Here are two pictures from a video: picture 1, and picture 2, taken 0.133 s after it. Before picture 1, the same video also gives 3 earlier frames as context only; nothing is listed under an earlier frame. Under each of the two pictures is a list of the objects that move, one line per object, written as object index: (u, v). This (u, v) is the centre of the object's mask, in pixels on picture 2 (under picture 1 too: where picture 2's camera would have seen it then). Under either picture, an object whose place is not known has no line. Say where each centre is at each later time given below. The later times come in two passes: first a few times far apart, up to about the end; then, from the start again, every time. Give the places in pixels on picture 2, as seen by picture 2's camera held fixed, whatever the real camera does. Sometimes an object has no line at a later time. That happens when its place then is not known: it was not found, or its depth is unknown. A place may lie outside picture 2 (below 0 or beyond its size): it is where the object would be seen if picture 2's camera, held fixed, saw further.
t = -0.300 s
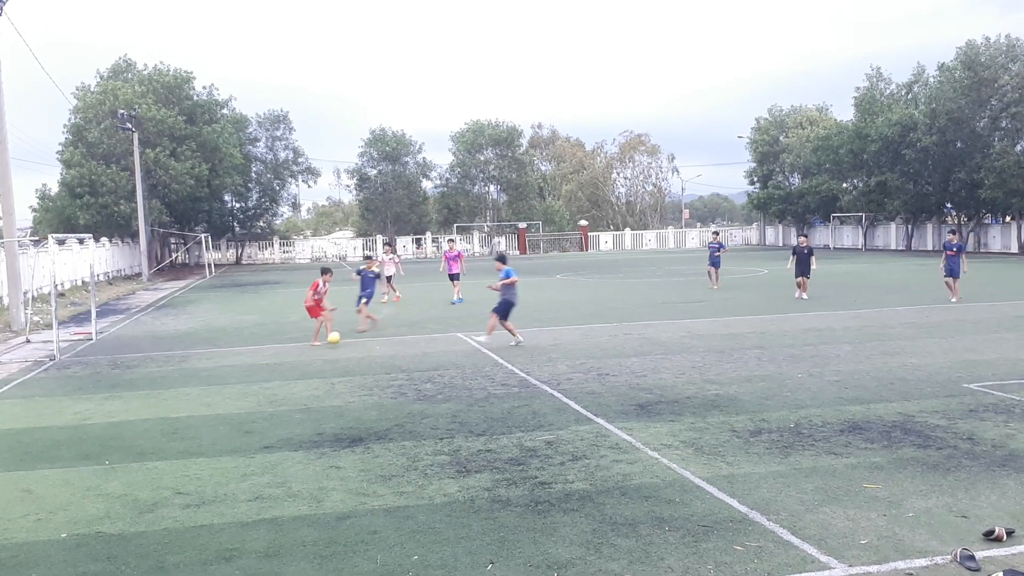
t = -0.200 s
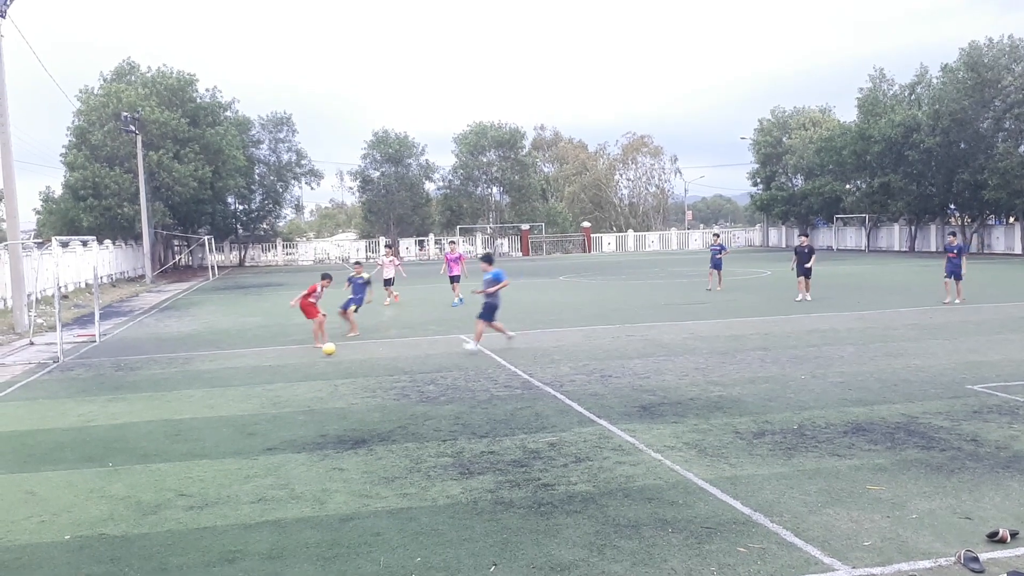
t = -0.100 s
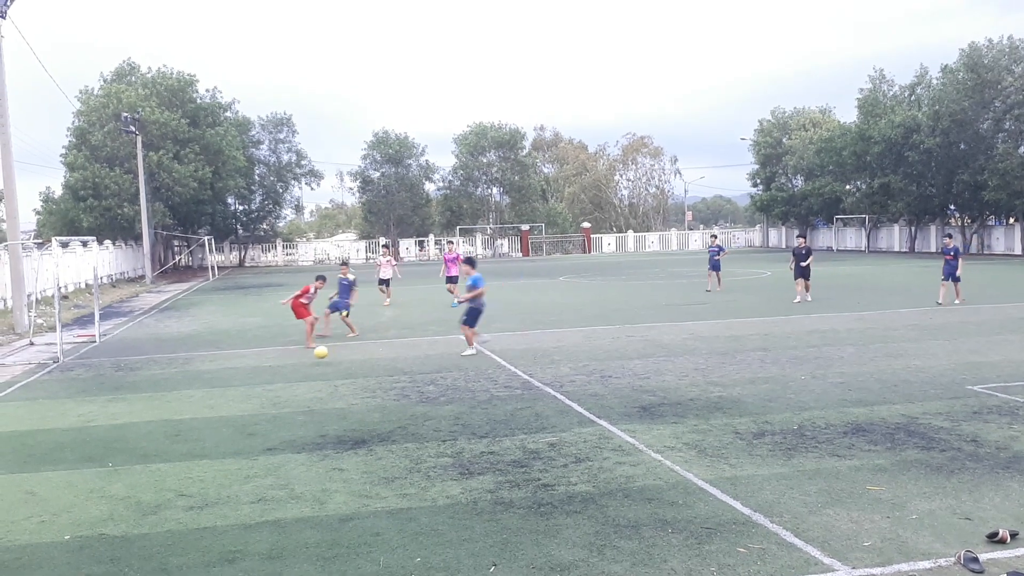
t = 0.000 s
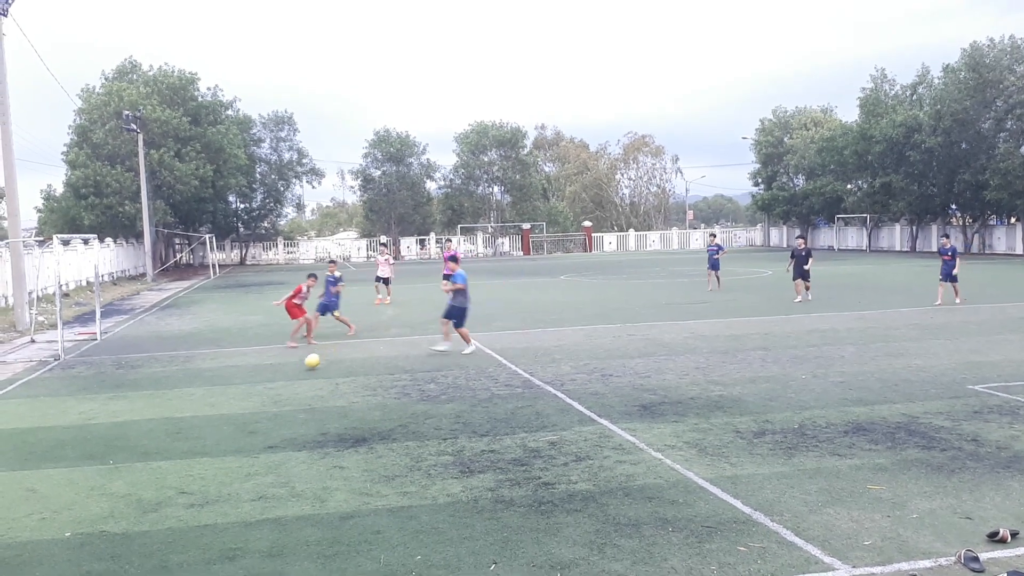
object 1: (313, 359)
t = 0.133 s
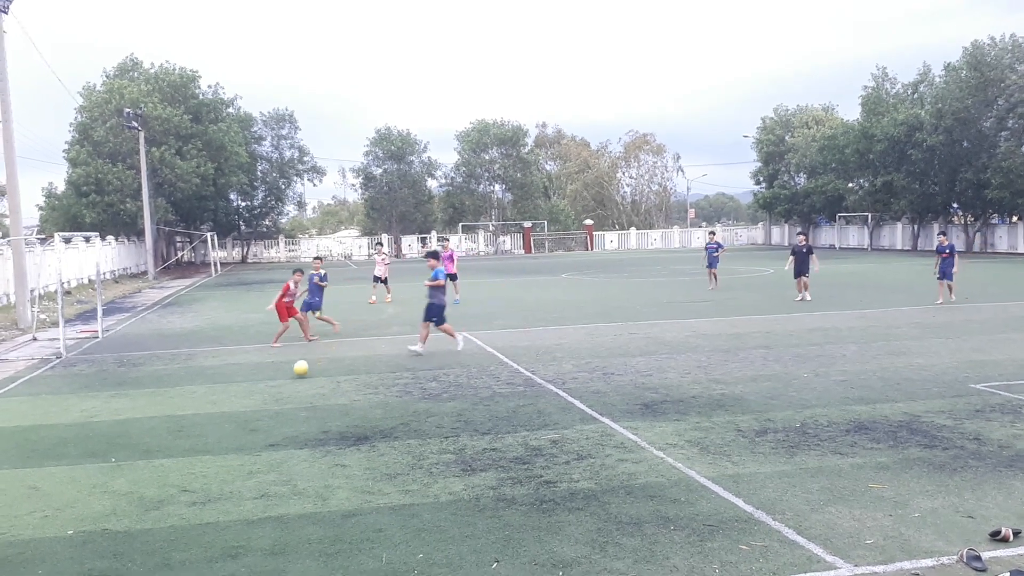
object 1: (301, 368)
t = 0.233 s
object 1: (291, 377)
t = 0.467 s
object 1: (271, 394)
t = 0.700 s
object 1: (252, 412)
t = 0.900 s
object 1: (233, 435)
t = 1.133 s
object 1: (206, 463)
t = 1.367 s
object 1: (171, 497)
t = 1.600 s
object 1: (121, 551)
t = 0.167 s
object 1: (298, 372)
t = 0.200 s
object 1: (295, 375)
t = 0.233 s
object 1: (291, 377)
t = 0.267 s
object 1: (288, 378)
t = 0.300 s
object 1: (285, 380)
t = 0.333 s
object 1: (282, 383)
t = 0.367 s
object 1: (279, 388)
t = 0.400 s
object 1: (277, 389)
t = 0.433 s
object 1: (274, 390)
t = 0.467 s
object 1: (271, 394)
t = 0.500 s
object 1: (268, 398)
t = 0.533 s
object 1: (265, 401)
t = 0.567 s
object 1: (262, 403)
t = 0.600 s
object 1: (260, 404)
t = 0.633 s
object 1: (257, 405)
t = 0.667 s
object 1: (255, 408)
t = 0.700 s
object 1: (252, 412)
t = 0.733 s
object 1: (249, 418)
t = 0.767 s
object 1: (246, 422)
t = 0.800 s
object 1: (243, 424)
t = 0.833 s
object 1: (240, 426)
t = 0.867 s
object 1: (237, 430)
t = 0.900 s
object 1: (233, 435)
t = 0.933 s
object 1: (229, 438)
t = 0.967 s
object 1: (226, 440)
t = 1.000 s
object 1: (222, 443)
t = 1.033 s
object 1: (218, 448)
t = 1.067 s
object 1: (214, 454)
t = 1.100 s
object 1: (210, 459)
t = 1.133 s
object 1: (206, 463)
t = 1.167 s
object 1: (201, 468)
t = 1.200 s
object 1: (197, 473)
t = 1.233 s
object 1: (191, 480)
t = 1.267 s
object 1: (186, 482)
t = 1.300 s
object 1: (182, 485)
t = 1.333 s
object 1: (176, 489)
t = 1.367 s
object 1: (171, 497)
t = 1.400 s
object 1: (165, 506)
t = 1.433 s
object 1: (158, 512)
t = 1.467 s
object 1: (151, 517)
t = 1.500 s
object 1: (144, 525)
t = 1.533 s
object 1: (137, 534)
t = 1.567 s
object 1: (129, 543)
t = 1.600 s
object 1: (121, 551)
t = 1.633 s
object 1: (111, 559)
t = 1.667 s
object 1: (102, 568)
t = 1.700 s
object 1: (93, 575)
